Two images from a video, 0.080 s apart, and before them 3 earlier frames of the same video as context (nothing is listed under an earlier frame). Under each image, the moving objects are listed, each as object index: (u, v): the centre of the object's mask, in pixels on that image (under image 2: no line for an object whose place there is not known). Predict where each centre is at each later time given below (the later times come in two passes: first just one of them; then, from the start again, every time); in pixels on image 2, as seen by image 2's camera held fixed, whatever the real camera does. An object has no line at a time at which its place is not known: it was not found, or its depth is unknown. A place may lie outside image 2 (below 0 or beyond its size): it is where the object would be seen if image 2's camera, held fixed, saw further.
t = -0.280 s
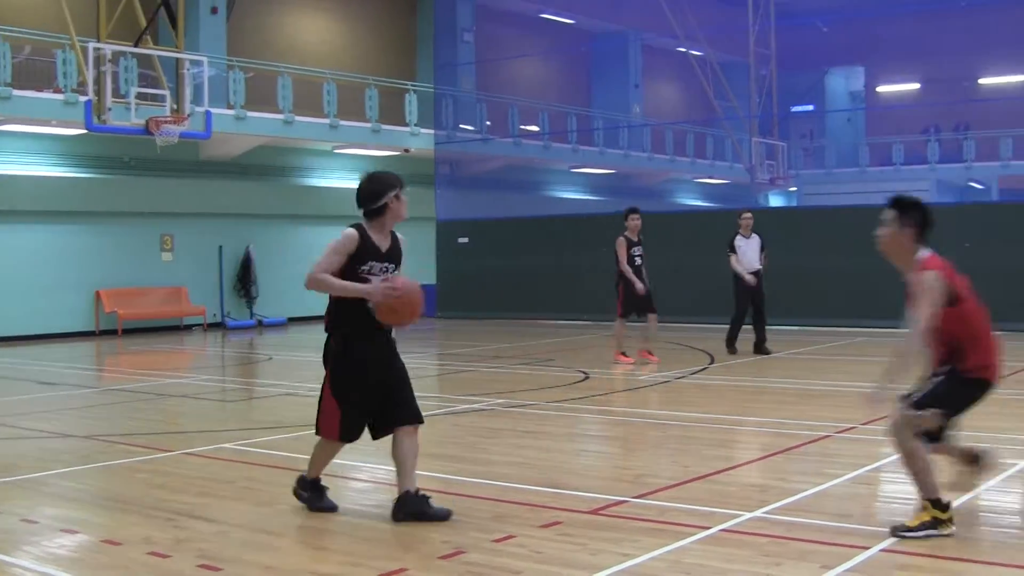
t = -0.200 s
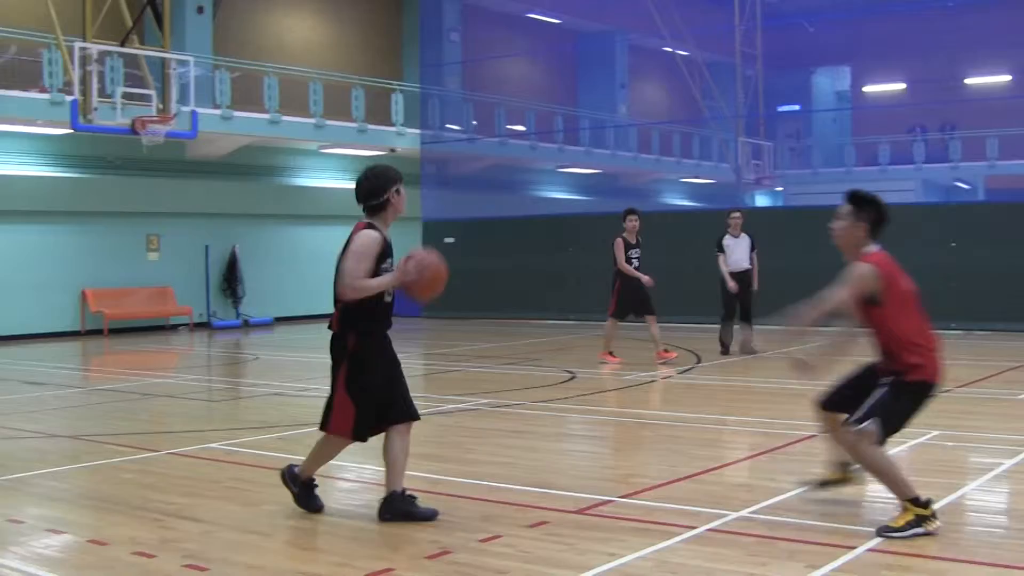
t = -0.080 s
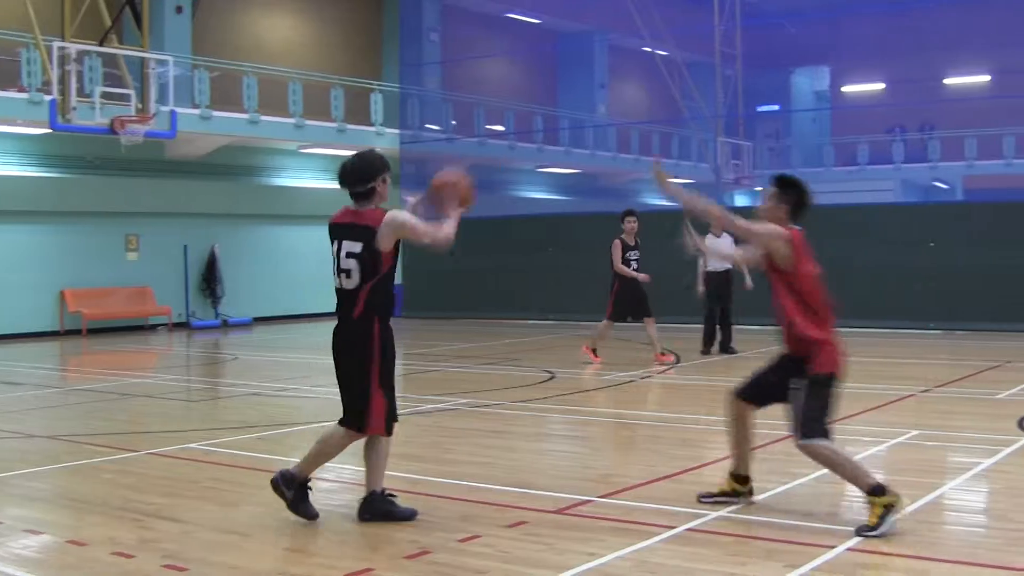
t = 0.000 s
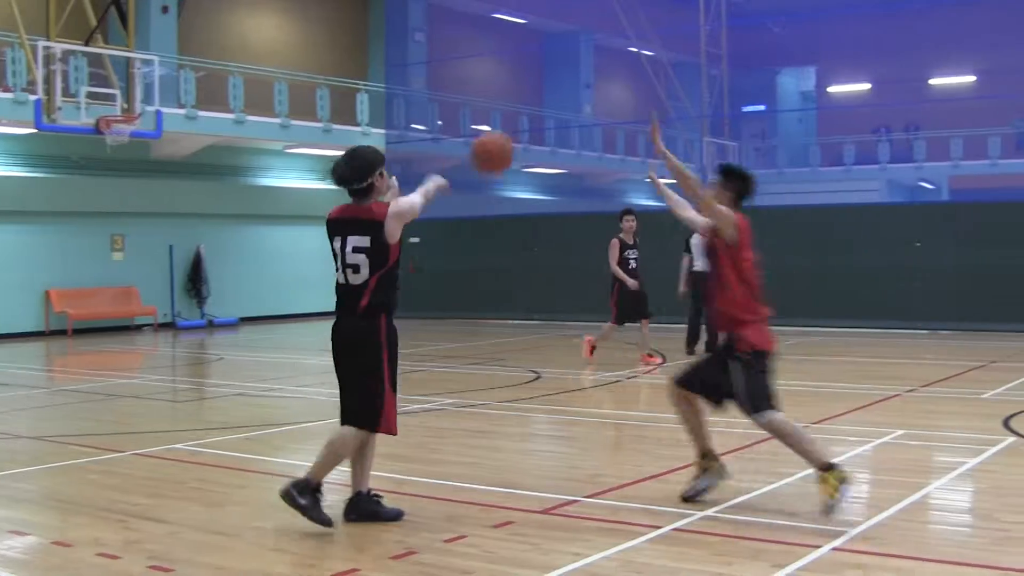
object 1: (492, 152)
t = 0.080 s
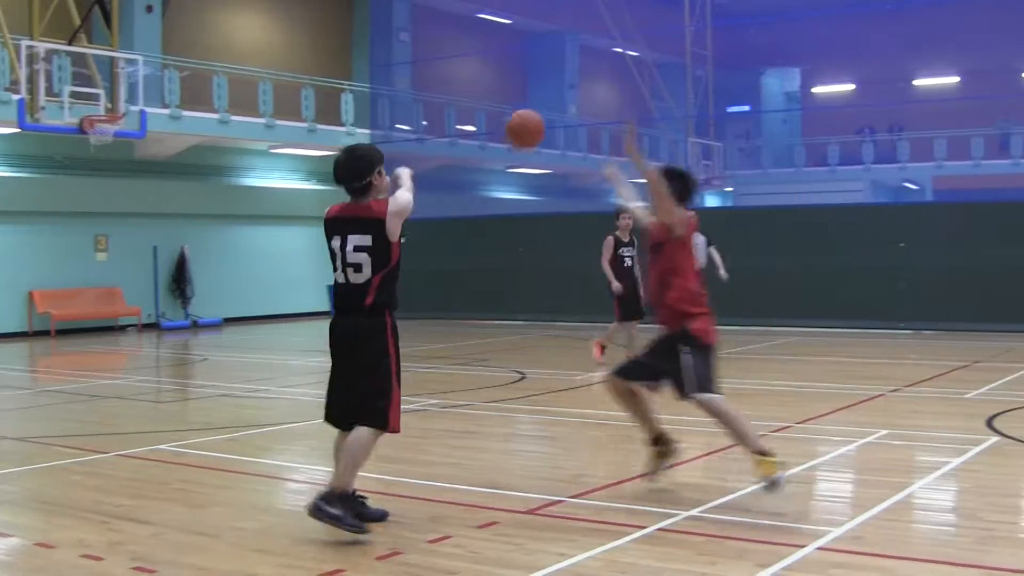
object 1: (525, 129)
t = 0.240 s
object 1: (594, 118)
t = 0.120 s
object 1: (545, 122)
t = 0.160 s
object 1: (563, 118)
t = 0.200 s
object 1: (579, 117)
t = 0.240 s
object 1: (594, 118)
